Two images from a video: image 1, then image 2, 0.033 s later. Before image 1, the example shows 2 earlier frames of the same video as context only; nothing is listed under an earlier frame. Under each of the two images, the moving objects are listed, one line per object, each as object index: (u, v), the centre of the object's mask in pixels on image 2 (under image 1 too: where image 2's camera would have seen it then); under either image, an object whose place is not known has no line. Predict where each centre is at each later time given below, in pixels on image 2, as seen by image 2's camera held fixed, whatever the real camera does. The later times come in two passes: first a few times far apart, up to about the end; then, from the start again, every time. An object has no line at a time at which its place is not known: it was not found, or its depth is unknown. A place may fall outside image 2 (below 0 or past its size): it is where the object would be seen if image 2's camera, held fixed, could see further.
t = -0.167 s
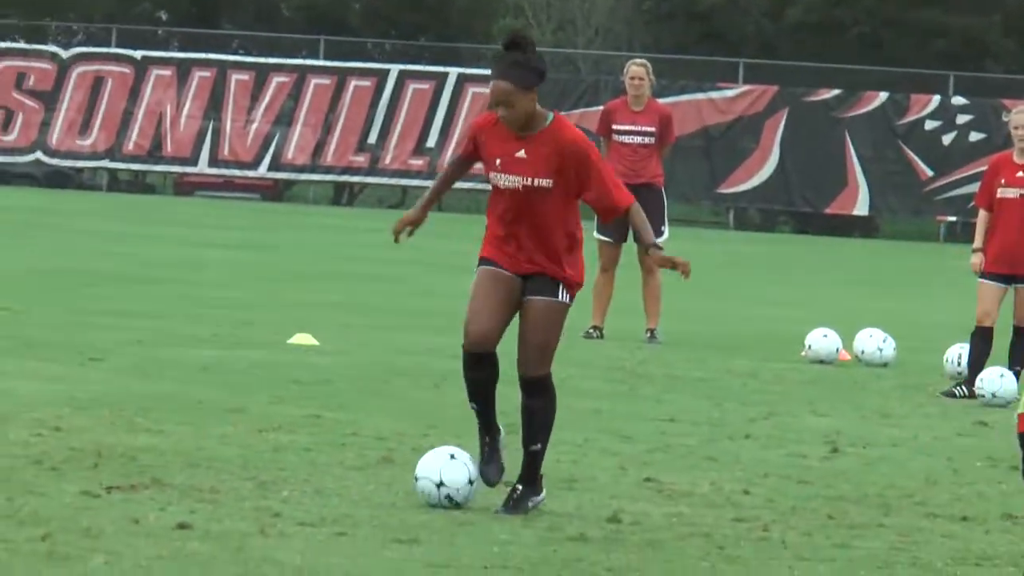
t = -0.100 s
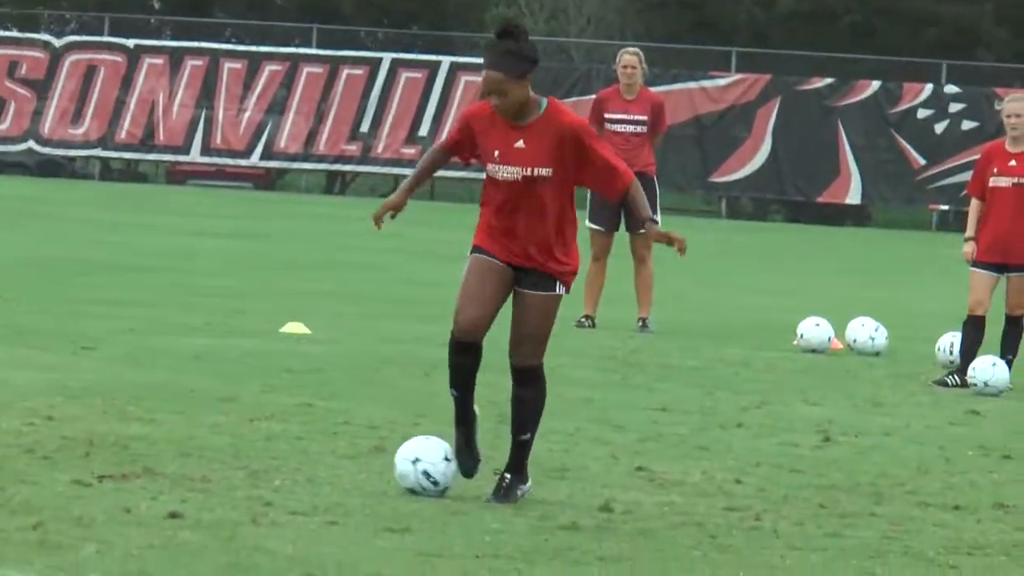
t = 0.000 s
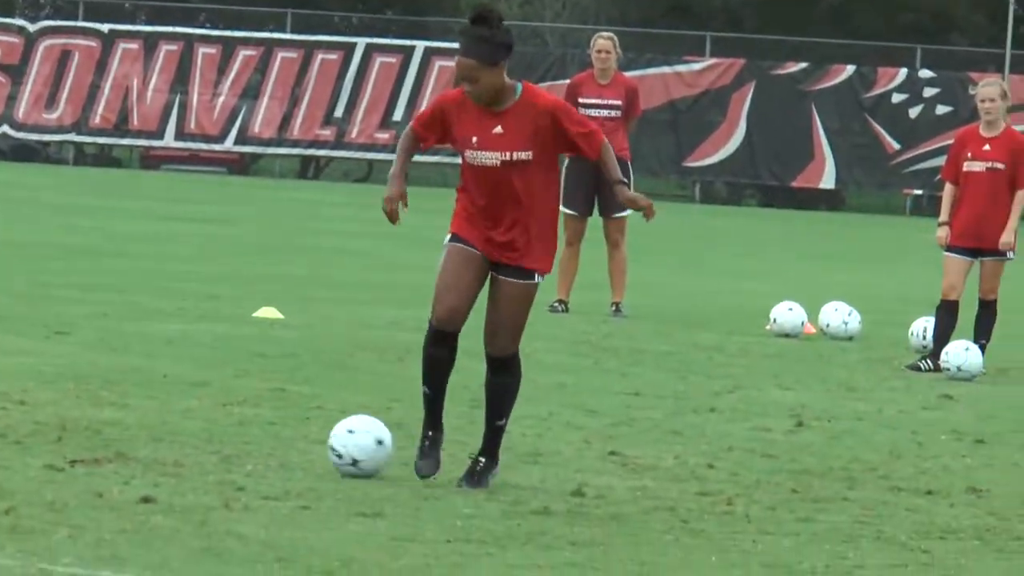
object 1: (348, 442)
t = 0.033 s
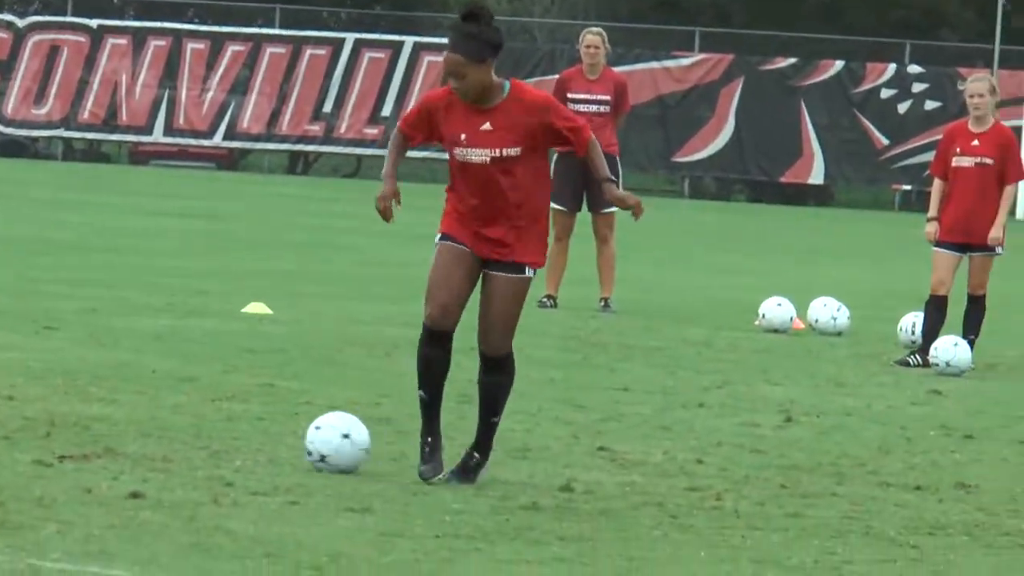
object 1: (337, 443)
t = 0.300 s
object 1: (278, 437)
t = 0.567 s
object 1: (233, 434)
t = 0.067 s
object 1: (328, 442)
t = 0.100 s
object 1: (321, 440)
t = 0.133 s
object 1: (312, 440)
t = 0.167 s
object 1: (305, 440)
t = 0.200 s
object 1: (298, 439)
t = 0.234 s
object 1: (291, 438)
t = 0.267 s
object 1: (285, 437)
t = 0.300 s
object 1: (278, 437)
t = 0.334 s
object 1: (272, 436)
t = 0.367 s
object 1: (266, 436)
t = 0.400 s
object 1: (260, 435)
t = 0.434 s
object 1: (255, 435)
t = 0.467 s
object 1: (249, 435)
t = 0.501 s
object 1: (244, 435)
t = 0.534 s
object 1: (238, 435)
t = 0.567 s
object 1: (233, 434)
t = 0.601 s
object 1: (229, 433)
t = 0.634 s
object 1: (225, 433)
